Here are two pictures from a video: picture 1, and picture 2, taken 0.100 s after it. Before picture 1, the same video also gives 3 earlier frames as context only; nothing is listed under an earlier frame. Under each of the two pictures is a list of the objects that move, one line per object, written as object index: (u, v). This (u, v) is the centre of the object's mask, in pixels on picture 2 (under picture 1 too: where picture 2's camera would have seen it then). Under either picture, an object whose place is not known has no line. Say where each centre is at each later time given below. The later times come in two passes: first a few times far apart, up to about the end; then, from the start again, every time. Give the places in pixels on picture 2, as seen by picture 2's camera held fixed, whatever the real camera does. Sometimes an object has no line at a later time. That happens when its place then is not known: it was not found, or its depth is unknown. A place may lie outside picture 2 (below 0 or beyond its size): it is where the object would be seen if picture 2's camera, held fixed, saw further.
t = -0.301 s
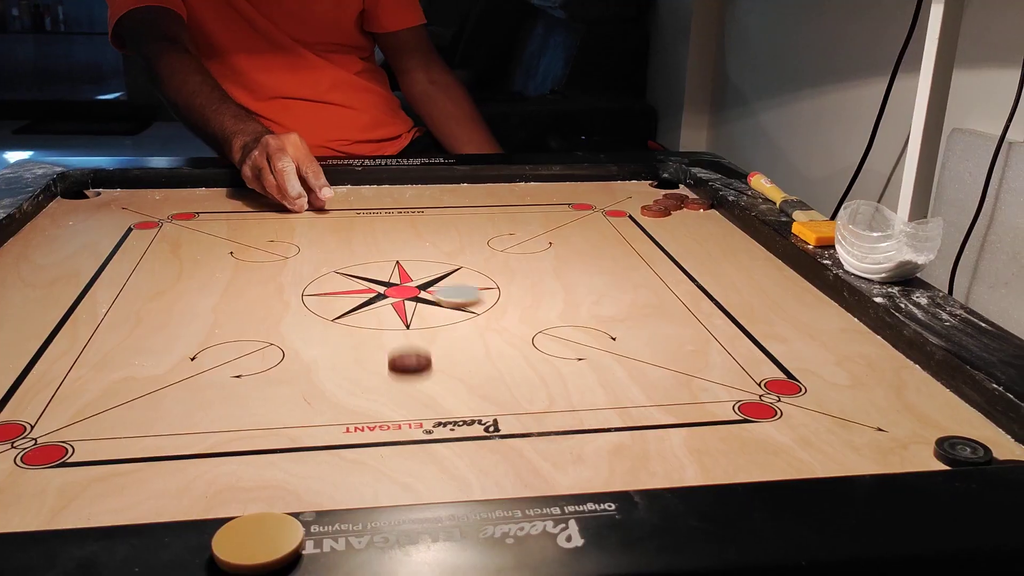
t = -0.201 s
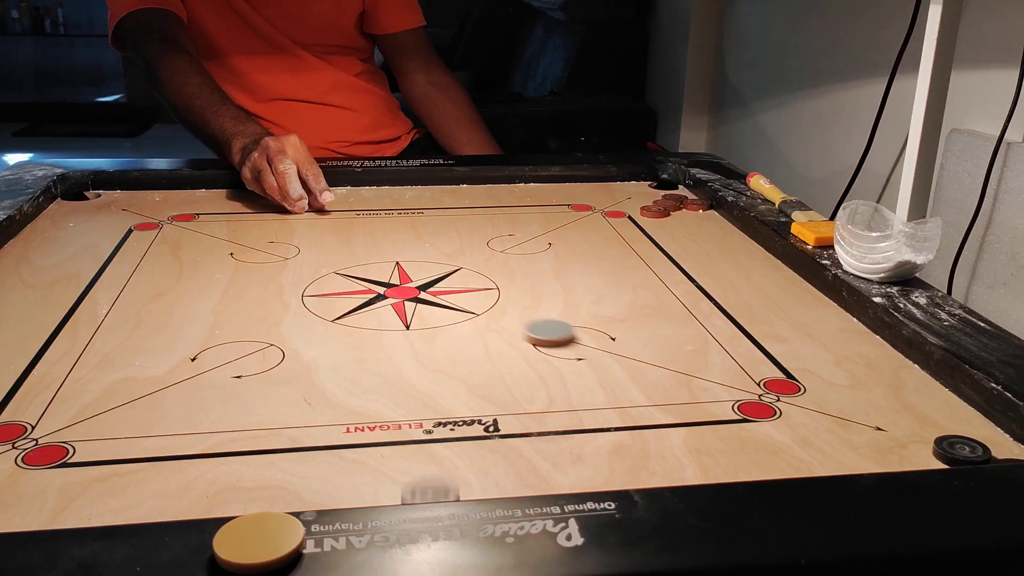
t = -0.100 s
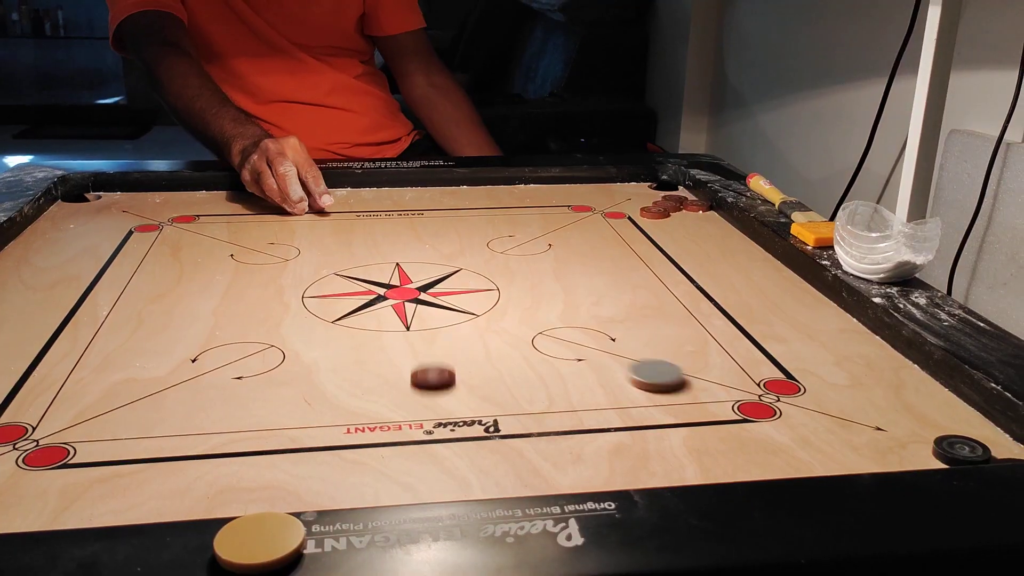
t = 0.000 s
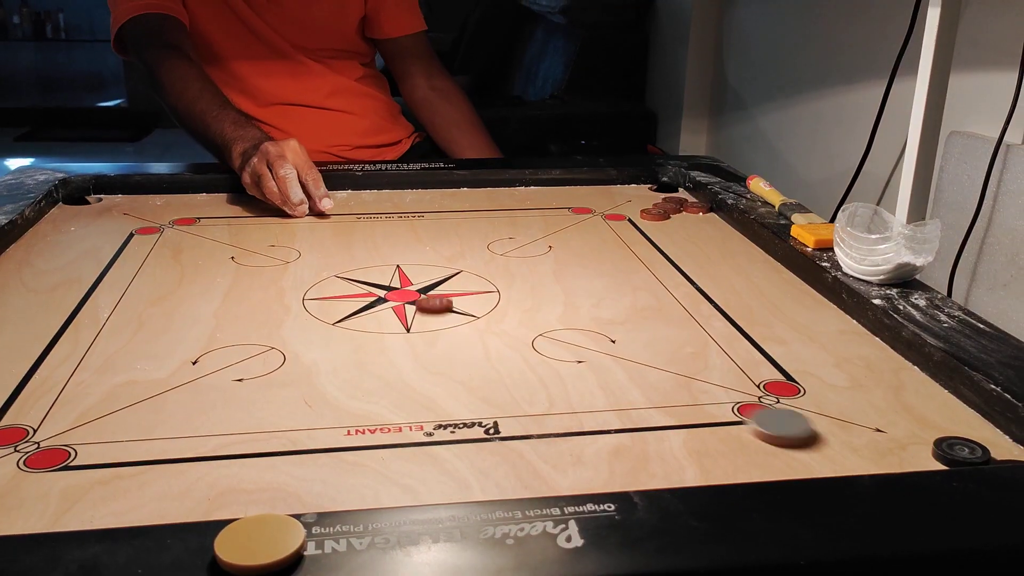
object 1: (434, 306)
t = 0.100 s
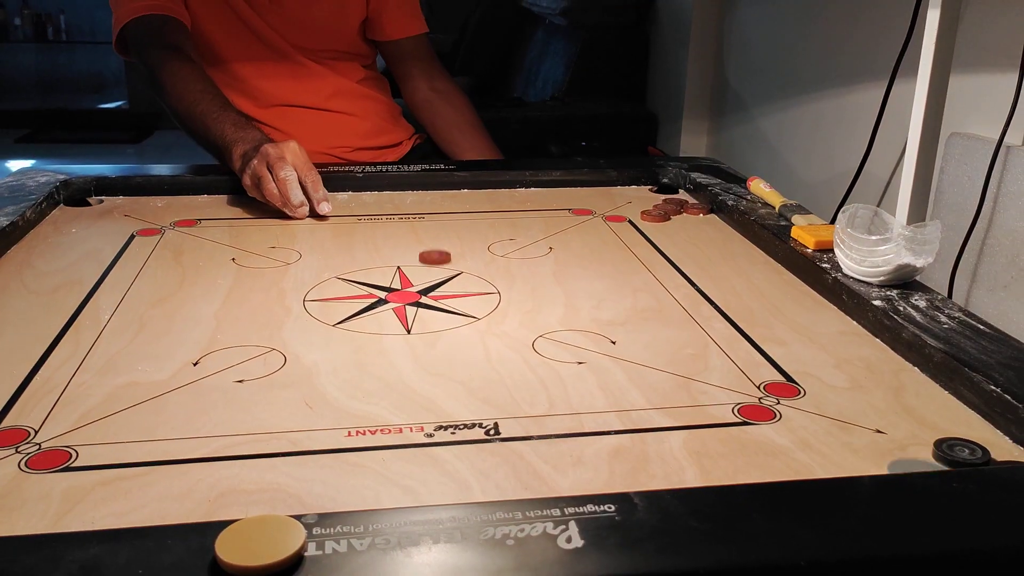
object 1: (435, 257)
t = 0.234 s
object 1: (434, 215)
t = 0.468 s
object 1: (435, 210)
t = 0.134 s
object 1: (434, 245)
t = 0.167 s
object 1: (435, 233)
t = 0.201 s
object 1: (434, 223)
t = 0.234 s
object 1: (434, 215)
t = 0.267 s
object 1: (434, 206)
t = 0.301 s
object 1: (433, 199)
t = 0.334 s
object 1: (433, 192)
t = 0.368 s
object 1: (433, 196)
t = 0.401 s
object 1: (434, 201)
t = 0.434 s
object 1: (434, 205)
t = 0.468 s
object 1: (435, 210)
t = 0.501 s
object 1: (435, 214)
